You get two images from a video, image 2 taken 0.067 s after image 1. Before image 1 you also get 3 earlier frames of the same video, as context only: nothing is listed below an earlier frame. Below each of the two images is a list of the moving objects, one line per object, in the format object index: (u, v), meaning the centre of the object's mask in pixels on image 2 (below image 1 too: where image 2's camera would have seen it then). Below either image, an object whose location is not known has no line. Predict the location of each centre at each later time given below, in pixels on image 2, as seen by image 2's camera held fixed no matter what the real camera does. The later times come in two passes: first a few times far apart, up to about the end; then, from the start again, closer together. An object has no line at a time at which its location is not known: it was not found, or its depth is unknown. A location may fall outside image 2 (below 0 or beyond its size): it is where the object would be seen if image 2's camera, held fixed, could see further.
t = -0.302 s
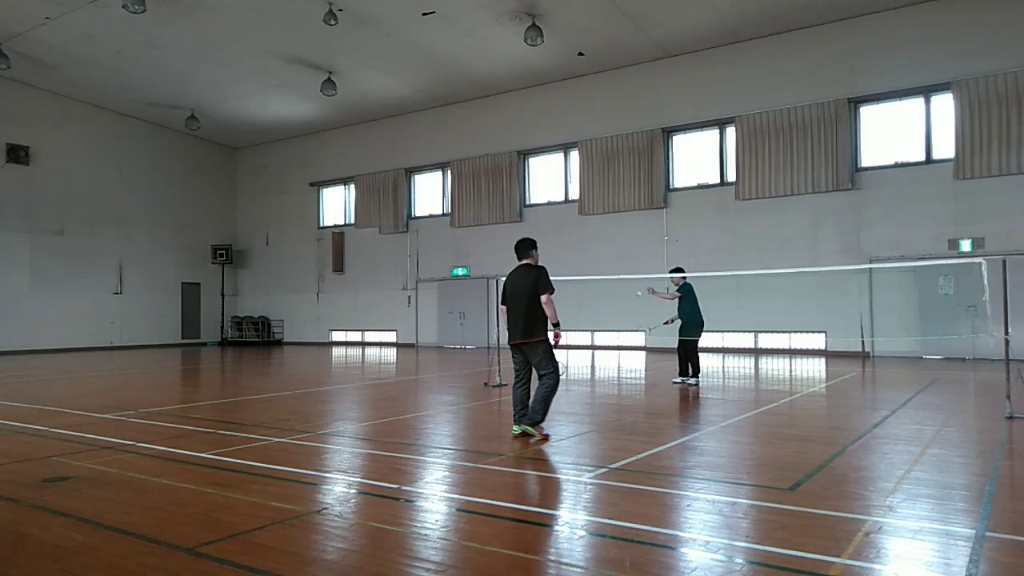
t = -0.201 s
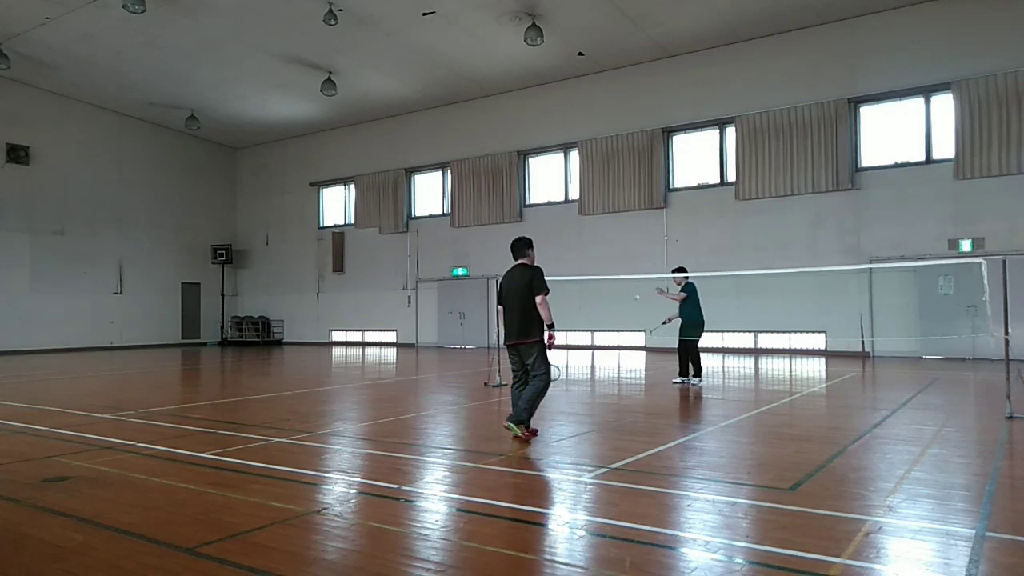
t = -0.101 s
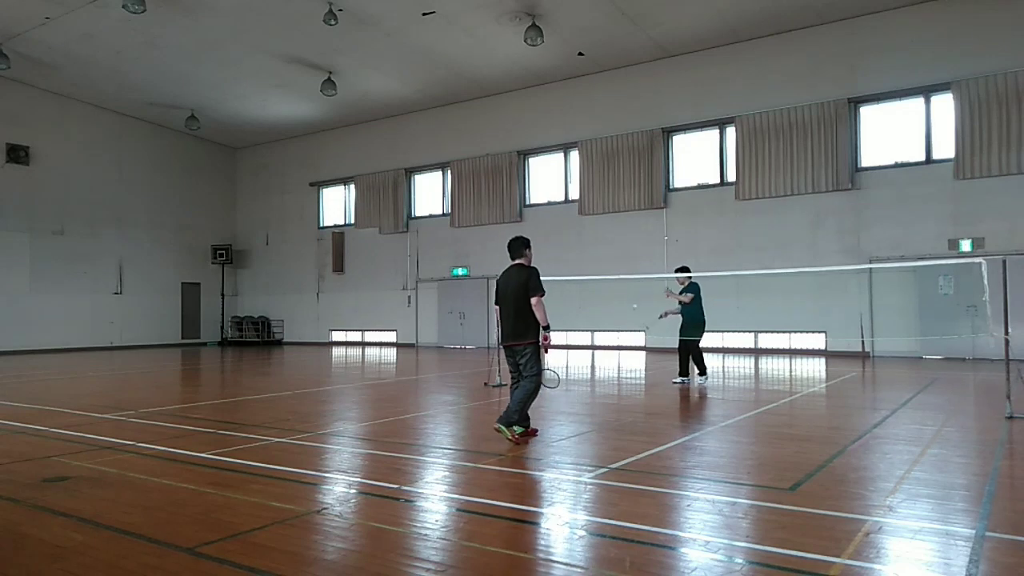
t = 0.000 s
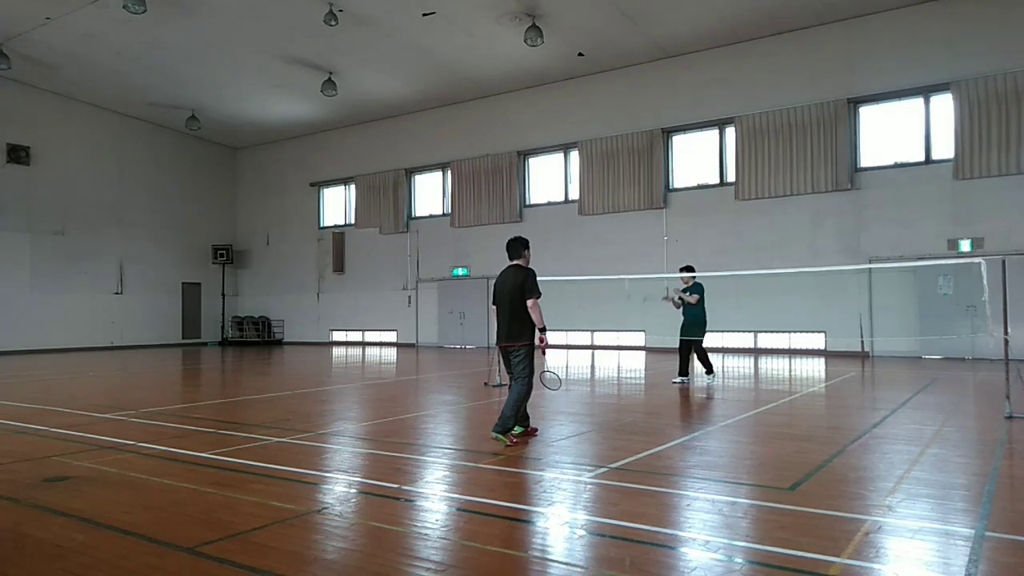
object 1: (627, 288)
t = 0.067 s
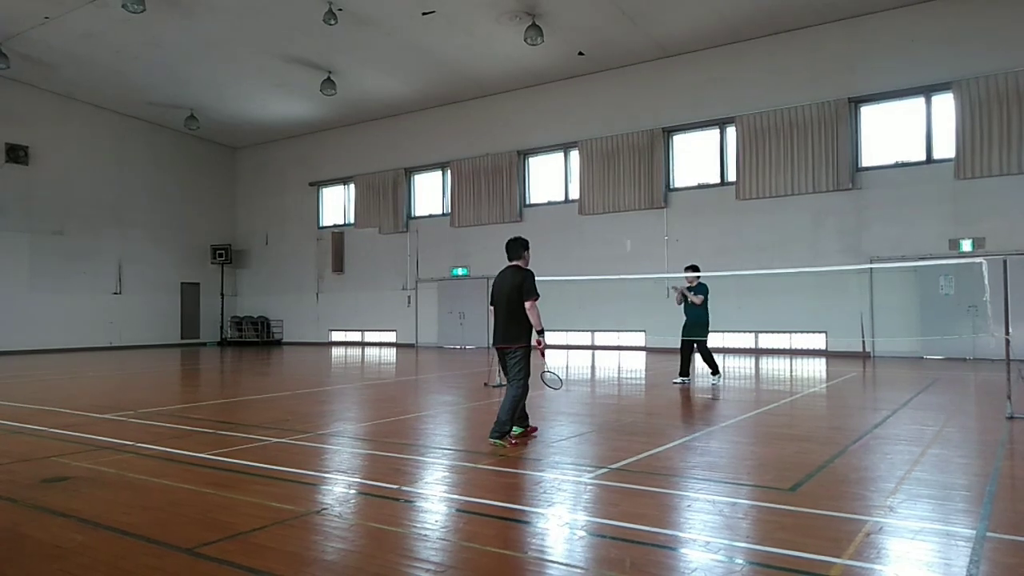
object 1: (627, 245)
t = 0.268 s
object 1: (609, 161)
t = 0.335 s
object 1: (604, 141)
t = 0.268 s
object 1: (609, 161)
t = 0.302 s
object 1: (606, 151)
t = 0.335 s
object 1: (604, 141)
